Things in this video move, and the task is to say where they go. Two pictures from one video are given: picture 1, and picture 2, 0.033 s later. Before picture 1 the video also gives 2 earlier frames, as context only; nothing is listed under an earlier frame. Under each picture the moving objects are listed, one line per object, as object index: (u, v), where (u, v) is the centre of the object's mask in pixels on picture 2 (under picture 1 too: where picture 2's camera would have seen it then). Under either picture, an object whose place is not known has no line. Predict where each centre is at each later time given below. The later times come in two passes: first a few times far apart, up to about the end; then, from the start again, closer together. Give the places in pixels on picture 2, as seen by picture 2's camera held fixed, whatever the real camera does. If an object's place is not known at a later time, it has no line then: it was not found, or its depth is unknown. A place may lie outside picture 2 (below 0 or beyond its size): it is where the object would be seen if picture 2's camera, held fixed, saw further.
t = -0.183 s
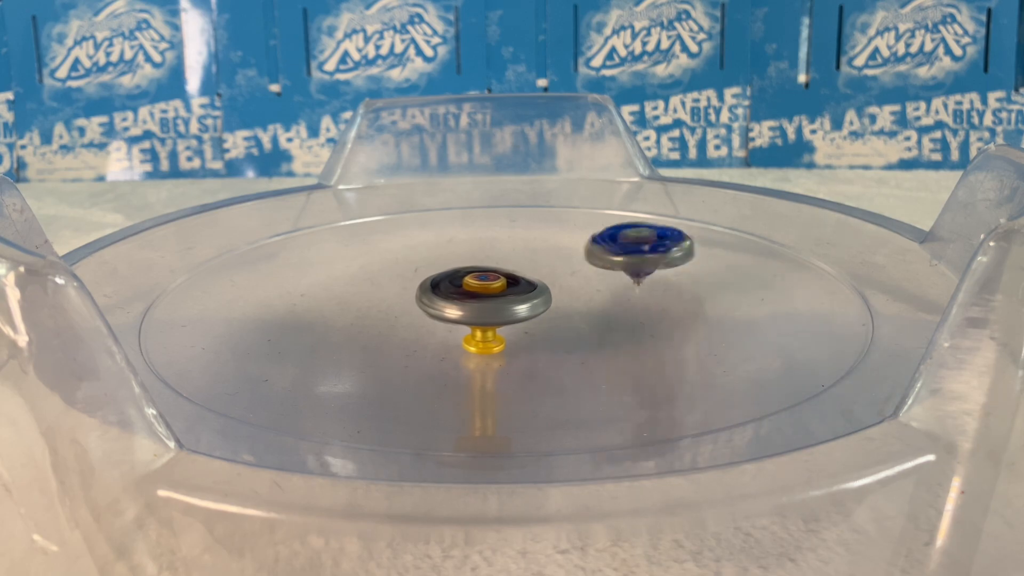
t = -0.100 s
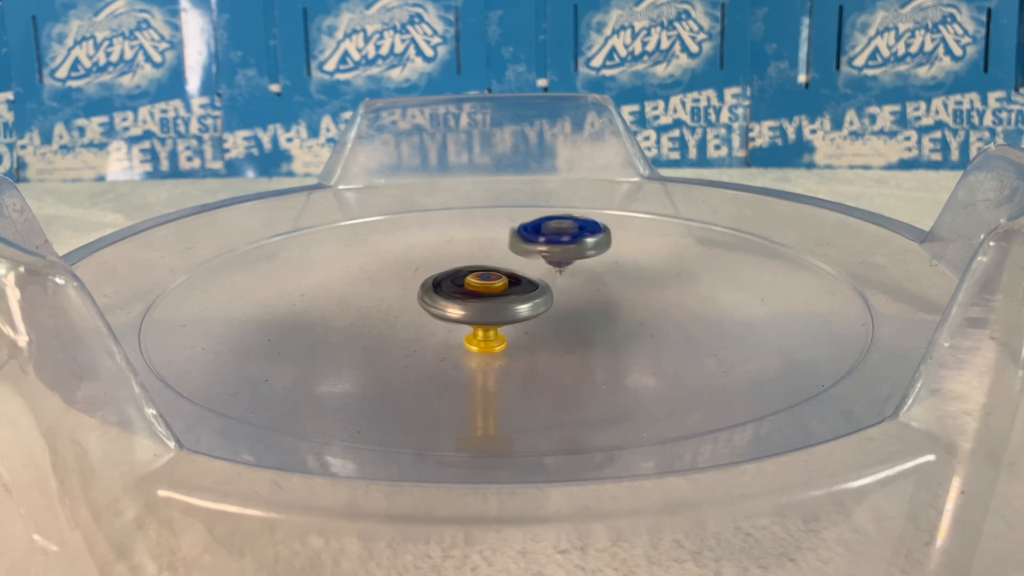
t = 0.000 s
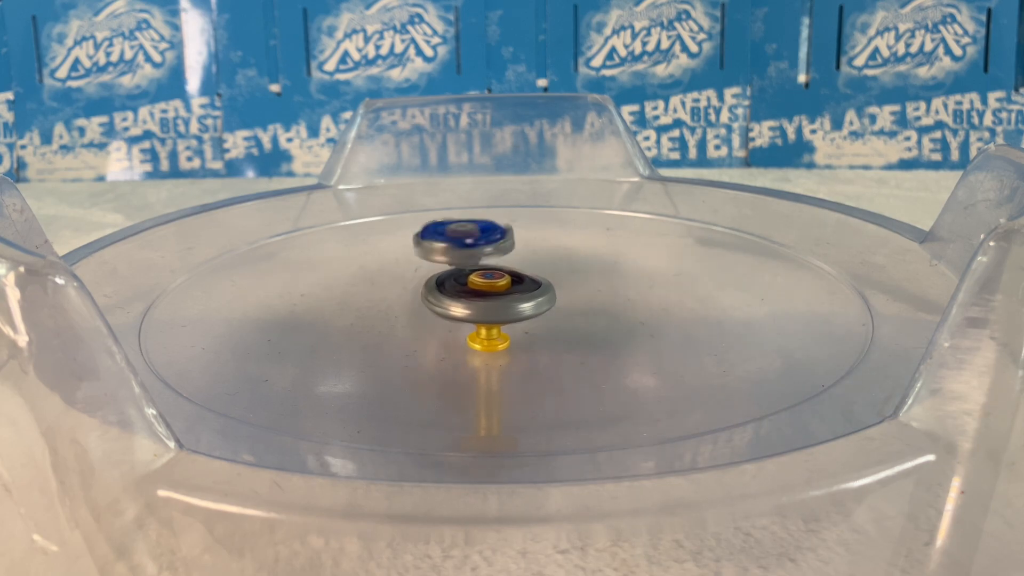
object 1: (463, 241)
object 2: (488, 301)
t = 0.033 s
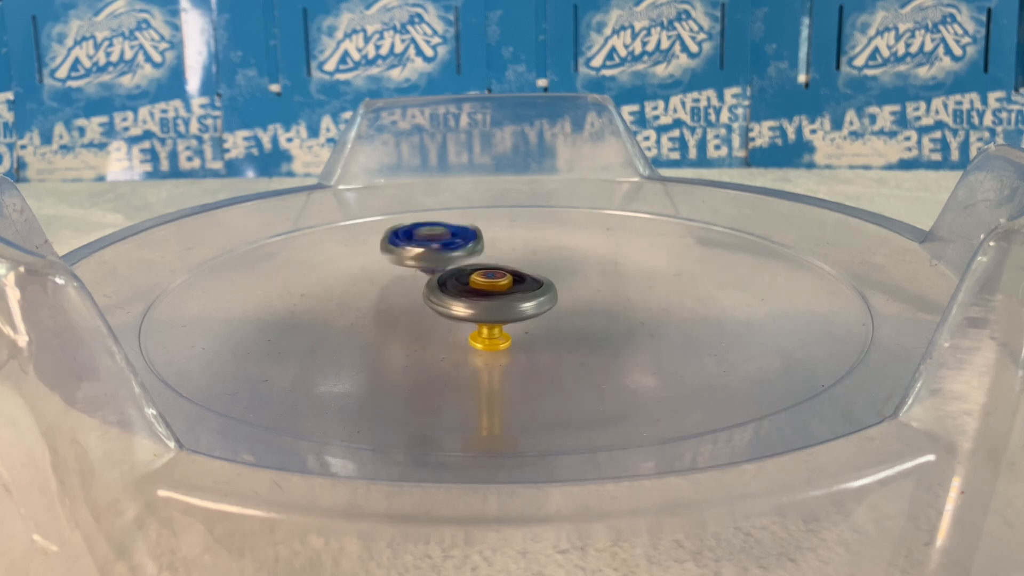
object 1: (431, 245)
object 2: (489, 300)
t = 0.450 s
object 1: (465, 365)
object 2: (499, 288)
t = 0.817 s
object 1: (660, 262)
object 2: (489, 291)
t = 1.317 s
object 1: (296, 304)
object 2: (522, 296)
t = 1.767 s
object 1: (699, 295)
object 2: (536, 291)
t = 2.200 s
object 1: (392, 245)
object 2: (544, 298)
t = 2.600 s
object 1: (511, 359)
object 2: (525, 294)
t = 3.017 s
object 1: (630, 243)
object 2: (529, 299)
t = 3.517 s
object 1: (340, 332)
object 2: (500, 304)
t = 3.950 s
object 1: (706, 286)
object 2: (495, 303)
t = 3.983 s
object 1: (693, 275)
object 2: (494, 303)
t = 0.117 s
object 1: (362, 263)
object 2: (491, 299)
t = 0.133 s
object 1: (351, 267)
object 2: (492, 299)
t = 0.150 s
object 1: (340, 272)
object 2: (492, 299)
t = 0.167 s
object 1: (331, 278)
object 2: (493, 299)
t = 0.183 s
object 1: (322, 283)
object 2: (494, 299)
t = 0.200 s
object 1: (315, 289)
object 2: (494, 298)
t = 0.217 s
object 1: (310, 294)
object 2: (495, 298)
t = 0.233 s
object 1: (306, 300)
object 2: (496, 298)
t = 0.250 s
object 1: (305, 306)
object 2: (497, 297)
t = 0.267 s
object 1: (305, 313)
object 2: (498, 297)
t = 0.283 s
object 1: (308, 320)
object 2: (498, 296)
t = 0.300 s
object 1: (312, 326)
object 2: (499, 295)
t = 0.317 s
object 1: (320, 332)
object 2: (499, 295)
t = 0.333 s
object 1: (331, 338)
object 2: (500, 294)
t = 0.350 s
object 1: (343, 343)
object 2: (500, 294)
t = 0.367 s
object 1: (358, 349)
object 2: (500, 294)
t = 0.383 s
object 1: (375, 353)
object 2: (500, 293)
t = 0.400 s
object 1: (396, 358)
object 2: (499, 293)
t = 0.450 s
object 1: (465, 365)
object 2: (499, 288)
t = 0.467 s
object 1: (489, 365)
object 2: (499, 288)
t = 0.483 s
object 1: (515, 364)
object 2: (498, 287)
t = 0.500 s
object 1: (541, 364)
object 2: (498, 288)
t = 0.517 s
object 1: (563, 361)
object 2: (497, 289)
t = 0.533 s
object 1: (588, 358)
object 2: (497, 290)
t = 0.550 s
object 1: (610, 354)
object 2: (496, 290)
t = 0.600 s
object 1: (663, 339)
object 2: (495, 289)
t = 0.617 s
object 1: (676, 333)
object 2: (494, 289)
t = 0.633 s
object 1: (687, 327)
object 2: (493, 289)
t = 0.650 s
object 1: (695, 320)
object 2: (492, 289)
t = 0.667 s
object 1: (701, 314)
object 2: (492, 289)
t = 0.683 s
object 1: (704, 307)
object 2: (491, 289)
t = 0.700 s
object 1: (705, 300)
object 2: (491, 289)
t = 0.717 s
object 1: (704, 295)
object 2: (490, 290)
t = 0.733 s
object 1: (700, 288)
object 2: (490, 290)
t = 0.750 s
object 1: (696, 283)
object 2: (490, 290)
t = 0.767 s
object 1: (689, 276)
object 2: (489, 290)
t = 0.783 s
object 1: (680, 271)
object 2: (489, 290)
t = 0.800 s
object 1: (671, 266)
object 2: (489, 291)
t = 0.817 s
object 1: (660, 262)
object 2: (489, 291)
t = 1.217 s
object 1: (324, 268)
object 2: (512, 296)
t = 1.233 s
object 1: (315, 274)
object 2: (513, 296)
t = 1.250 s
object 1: (307, 279)
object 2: (514, 296)
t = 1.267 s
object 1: (302, 286)
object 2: (516, 296)
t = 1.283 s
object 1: (297, 291)
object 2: (518, 296)
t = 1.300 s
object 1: (296, 297)
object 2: (520, 296)
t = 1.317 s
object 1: (296, 304)
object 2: (522, 296)
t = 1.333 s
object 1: (298, 310)
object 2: (523, 296)
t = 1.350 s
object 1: (302, 318)
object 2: (525, 296)
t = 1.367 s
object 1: (309, 324)
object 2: (526, 296)
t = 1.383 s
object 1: (318, 330)
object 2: (527, 295)
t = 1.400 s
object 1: (331, 337)
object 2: (529, 296)
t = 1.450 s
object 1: (381, 352)
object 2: (533, 296)
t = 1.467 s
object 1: (401, 354)
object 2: (534, 296)
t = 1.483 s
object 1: (424, 357)
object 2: (535, 296)
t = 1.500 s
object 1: (447, 360)
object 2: (535, 296)
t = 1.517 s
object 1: (471, 361)
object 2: (536, 293)
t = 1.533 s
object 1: (496, 361)
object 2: (537, 291)
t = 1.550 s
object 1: (521, 360)
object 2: (537, 290)
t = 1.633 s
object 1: (630, 344)
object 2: (540, 293)
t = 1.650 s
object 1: (646, 339)
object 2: (540, 293)
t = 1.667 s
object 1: (661, 333)
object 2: (540, 292)
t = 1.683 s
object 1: (673, 327)
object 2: (540, 292)
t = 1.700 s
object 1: (683, 321)
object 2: (539, 292)
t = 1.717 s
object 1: (690, 314)
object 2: (539, 292)
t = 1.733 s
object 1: (696, 307)
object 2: (538, 291)
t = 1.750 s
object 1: (699, 301)
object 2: (537, 291)
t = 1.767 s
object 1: (699, 295)
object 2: (536, 291)
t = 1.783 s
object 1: (699, 289)
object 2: (535, 291)
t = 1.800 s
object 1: (696, 283)
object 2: (534, 291)
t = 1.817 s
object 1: (691, 276)
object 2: (533, 291)
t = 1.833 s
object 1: (685, 271)
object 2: (531, 291)
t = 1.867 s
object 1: (669, 261)
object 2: (528, 292)
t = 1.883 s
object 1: (660, 256)
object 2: (525, 292)
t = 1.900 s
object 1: (649, 251)
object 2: (524, 293)
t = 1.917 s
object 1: (637, 247)
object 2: (524, 294)
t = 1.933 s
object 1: (625, 245)
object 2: (524, 294)
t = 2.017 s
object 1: (555, 233)
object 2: (528, 297)
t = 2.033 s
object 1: (540, 232)
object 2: (530, 298)
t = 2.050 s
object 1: (524, 231)
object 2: (531, 299)
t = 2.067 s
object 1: (510, 231)
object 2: (533, 299)
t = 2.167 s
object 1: (420, 240)
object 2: (541, 298)
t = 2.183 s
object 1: (406, 242)
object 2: (543, 298)
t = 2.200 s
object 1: (392, 245)
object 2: (544, 298)
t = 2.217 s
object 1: (380, 249)
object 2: (544, 297)
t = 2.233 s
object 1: (367, 253)
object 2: (544, 297)
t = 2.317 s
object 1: (324, 279)
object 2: (539, 295)
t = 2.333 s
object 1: (319, 285)
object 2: (538, 295)
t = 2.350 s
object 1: (315, 292)
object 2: (536, 295)
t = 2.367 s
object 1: (315, 299)
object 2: (535, 295)
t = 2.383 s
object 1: (316, 305)
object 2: (534, 295)
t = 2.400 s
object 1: (318, 311)
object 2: (532, 294)
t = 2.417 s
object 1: (324, 318)
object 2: (531, 295)
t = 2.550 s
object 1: (441, 356)
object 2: (525, 298)
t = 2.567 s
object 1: (463, 357)
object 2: (525, 296)
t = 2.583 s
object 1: (488, 360)
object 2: (525, 294)
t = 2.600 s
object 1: (511, 359)
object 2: (525, 294)
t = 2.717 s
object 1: (658, 337)
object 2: (528, 301)
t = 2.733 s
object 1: (672, 332)
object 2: (528, 301)
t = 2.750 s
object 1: (686, 327)
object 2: (528, 301)
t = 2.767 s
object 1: (696, 320)
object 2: (528, 301)
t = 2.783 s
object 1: (704, 313)
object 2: (529, 301)
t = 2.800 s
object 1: (710, 308)
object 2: (529, 301)
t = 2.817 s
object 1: (715, 300)
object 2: (530, 301)
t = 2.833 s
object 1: (715, 295)
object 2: (531, 301)
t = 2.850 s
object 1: (716, 288)
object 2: (531, 301)
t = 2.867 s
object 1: (714, 282)
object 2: (532, 301)
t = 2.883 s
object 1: (709, 276)
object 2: (532, 301)
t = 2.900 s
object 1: (704, 271)
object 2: (532, 301)
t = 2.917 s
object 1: (697, 266)
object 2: (532, 300)
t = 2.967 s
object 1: (668, 253)
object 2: (531, 299)
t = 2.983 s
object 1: (656, 249)
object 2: (531, 299)
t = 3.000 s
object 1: (643, 245)
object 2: (530, 299)
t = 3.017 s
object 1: (630, 243)
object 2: (529, 299)
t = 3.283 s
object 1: (394, 254)
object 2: (513, 302)
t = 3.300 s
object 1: (382, 259)
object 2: (513, 302)
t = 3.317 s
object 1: (370, 262)
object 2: (512, 302)
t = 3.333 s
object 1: (360, 267)
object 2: (511, 302)
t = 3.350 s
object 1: (351, 273)
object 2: (510, 302)
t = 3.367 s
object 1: (342, 277)
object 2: (509, 302)
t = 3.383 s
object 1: (335, 283)
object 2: (508, 302)
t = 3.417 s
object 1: (326, 295)
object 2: (504, 302)
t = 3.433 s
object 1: (322, 301)
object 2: (503, 303)
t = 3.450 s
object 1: (322, 307)
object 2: (502, 303)
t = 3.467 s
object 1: (324, 314)
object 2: (501, 303)
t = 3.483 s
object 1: (327, 319)
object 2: (501, 303)
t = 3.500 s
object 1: (332, 325)
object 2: (500, 303)
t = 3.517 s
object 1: (340, 332)
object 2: (500, 304)
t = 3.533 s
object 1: (349, 337)
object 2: (499, 304)
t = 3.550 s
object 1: (361, 342)
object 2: (499, 304)
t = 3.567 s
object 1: (375, 347)
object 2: (498, 303)
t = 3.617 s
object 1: (429, 358)
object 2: (496, 299)
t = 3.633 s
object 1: (450, 360)
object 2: (495, 297)
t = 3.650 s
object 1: (473, 363)
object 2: (495, 297)
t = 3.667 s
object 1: (497, 362)
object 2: (495, 297)
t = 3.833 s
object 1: (689, 328)
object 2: (494, 303)
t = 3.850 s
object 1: (698, 323)
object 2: (494, 303)
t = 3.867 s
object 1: (705, 315)
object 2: (494, 303)
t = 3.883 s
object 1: (710, 309)
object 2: (495, 303)
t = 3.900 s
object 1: (712, 303)
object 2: (495, 303)
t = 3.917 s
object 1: (712, 297)
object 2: (496, 303)
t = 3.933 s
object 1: (710, 291)
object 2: (496, 303)
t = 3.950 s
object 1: (706, 286)
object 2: (495, 303)
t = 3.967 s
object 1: (701, 280)
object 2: (495, 303)
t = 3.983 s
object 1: (693, 275)
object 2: (494, 303)
